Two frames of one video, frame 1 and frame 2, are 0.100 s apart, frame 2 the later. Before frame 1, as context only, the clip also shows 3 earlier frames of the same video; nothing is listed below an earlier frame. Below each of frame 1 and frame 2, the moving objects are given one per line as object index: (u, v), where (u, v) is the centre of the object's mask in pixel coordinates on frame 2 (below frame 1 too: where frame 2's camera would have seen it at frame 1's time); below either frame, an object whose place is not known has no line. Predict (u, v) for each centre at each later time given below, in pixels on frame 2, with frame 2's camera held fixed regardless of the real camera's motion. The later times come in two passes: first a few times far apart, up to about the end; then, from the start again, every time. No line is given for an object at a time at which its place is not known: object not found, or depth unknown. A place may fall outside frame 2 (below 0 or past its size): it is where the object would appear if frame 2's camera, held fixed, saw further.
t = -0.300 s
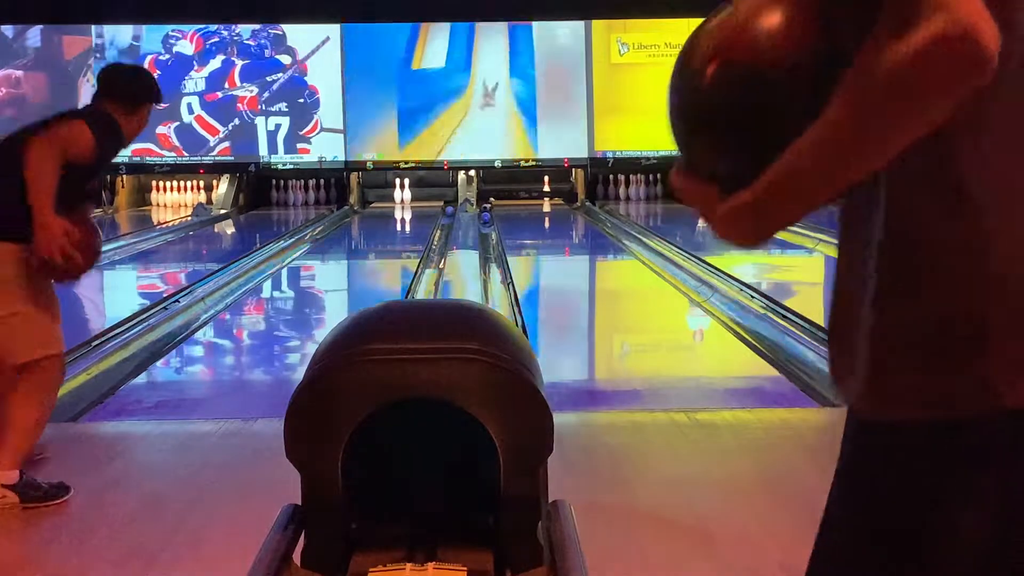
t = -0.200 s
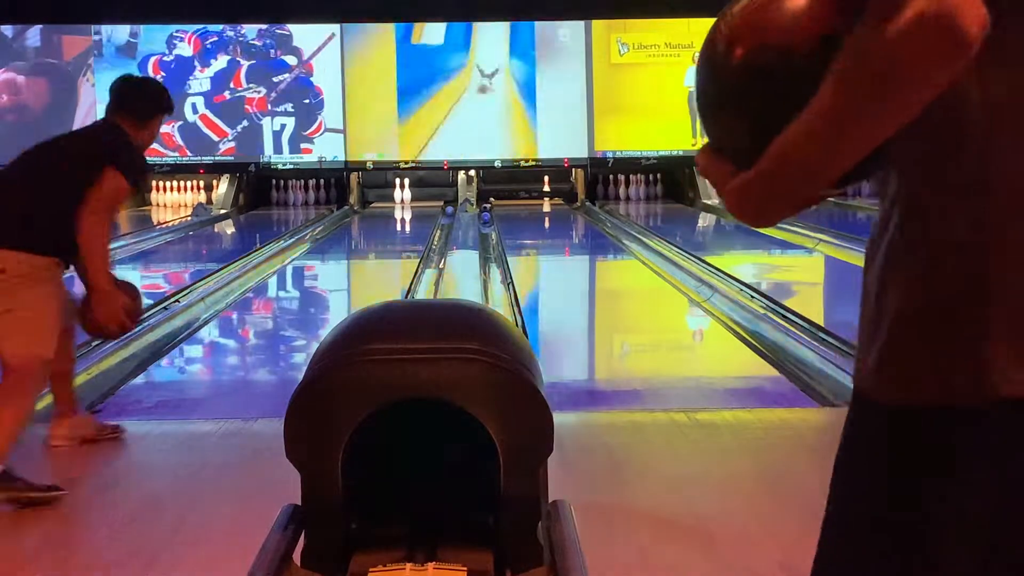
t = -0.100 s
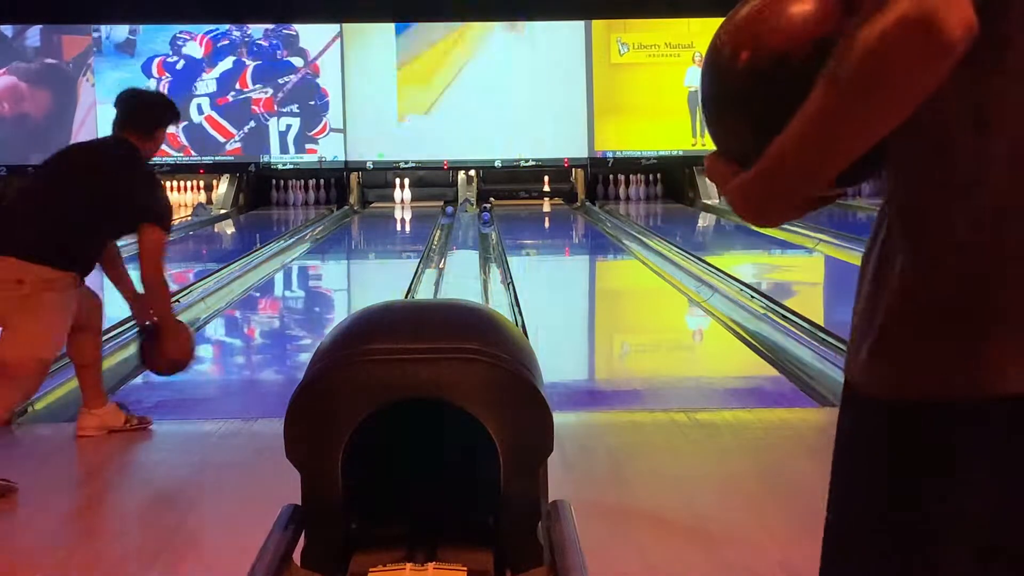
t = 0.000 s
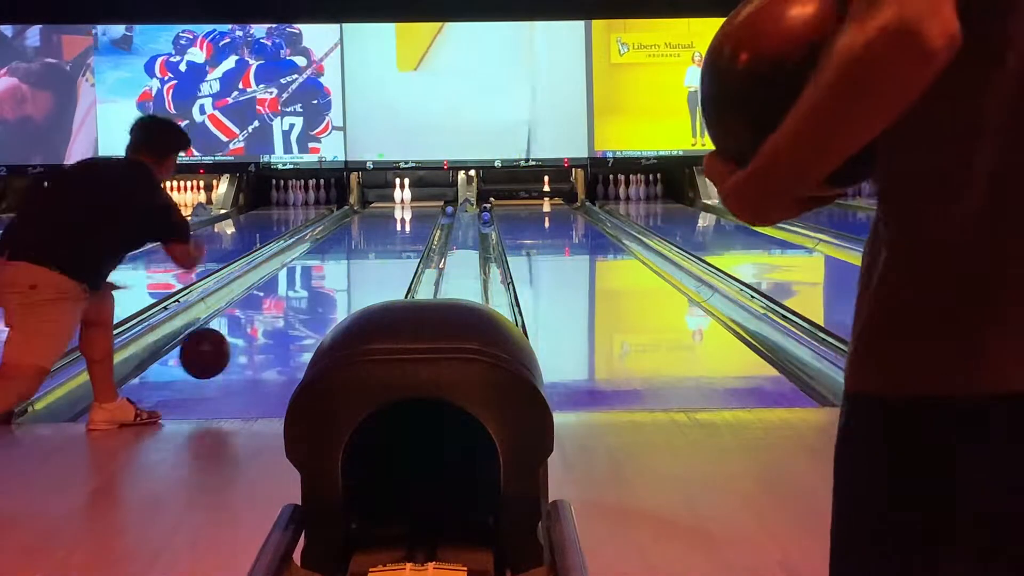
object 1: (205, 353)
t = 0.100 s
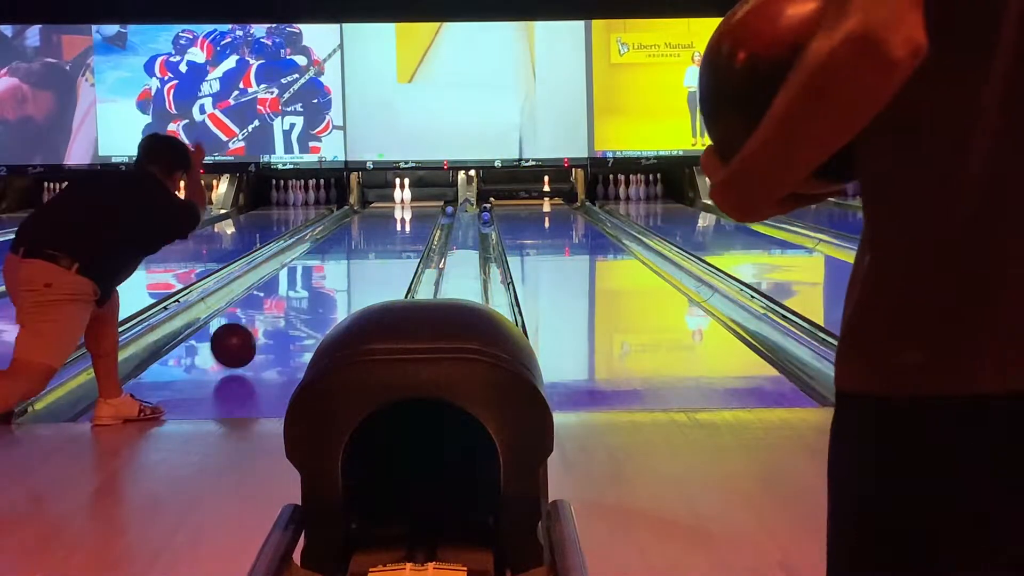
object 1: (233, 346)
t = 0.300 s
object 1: (274, 311)
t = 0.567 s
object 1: (310, 278)
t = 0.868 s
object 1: (337, 254)
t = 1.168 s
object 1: (355, 237)
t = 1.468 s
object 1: (367, 224)
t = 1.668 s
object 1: (374, 218)
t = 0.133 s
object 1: (241, 340)
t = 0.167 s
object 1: (249, 334)
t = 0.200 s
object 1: (255, 328)
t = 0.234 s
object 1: (262, 322)
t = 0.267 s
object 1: (268, 316)
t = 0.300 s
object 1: (274, 311)
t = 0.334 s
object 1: (279, 306)
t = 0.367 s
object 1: (285, 301)
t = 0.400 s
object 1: (290, 297)
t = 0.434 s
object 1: (294, 293)
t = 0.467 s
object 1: (298, 289)
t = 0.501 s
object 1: (303, 285)
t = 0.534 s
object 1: (306, 281)
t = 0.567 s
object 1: (310, 278)
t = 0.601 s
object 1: (314, 275)
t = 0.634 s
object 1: (317, 272)
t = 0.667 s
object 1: (320, 269)
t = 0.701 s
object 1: (323, 267)
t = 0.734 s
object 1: (326, 263)
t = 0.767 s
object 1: (329, 261)
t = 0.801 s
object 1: (332, 259)
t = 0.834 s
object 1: (334, 256)
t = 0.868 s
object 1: (337, 254)
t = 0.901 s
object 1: (339, 252)
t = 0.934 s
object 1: (341, 249)
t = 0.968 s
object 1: (343, 248)
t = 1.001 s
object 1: (345, 246)
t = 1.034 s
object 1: (347, 244)
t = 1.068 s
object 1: (349, 242)
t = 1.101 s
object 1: (351, 241)
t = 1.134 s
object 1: (353, 239)
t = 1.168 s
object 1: (355, 237)
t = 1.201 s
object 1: (356, 236)
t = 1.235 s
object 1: (358, 234)
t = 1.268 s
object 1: (359, 232)
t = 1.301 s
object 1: (361, 231)
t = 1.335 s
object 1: (362, 230)
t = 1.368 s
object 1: (364, 228)
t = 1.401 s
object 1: (365, 227)
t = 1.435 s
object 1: (366, 225)
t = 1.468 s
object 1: (367, 224)
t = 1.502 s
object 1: (368, 223)
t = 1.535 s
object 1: (370, 222)
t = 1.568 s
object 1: (371, 220)
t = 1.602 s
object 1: (372, 219)
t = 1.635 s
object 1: (373, 219)
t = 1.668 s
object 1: (374, 218)
